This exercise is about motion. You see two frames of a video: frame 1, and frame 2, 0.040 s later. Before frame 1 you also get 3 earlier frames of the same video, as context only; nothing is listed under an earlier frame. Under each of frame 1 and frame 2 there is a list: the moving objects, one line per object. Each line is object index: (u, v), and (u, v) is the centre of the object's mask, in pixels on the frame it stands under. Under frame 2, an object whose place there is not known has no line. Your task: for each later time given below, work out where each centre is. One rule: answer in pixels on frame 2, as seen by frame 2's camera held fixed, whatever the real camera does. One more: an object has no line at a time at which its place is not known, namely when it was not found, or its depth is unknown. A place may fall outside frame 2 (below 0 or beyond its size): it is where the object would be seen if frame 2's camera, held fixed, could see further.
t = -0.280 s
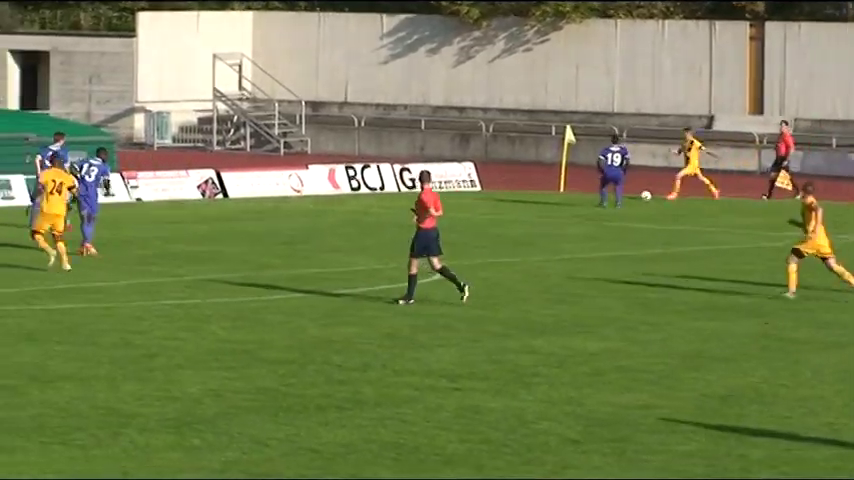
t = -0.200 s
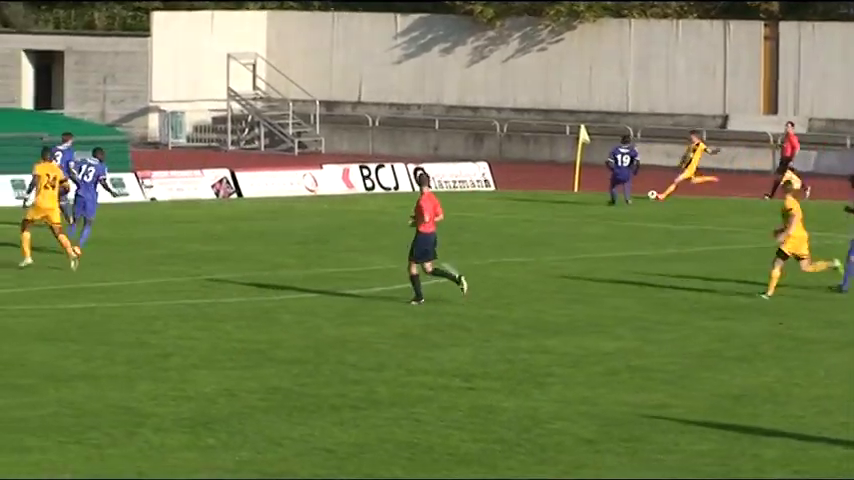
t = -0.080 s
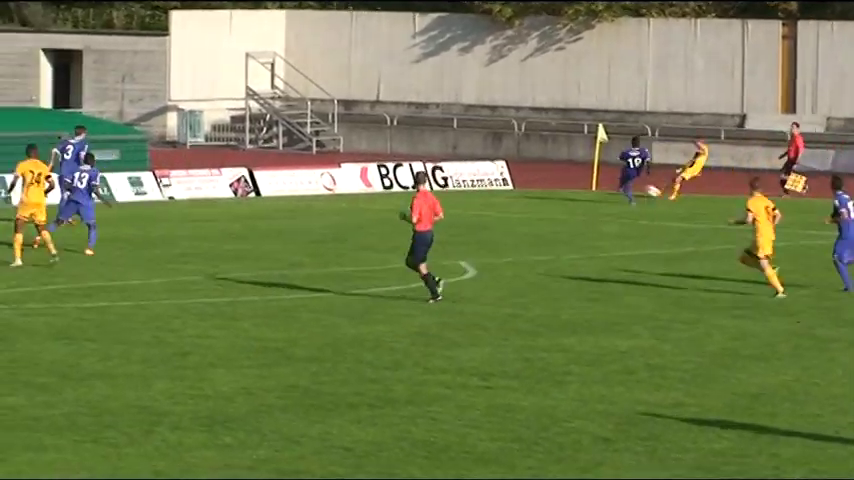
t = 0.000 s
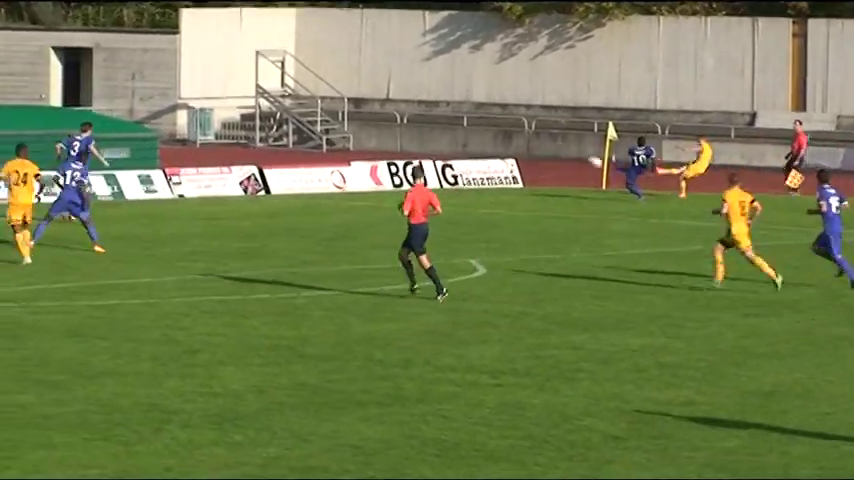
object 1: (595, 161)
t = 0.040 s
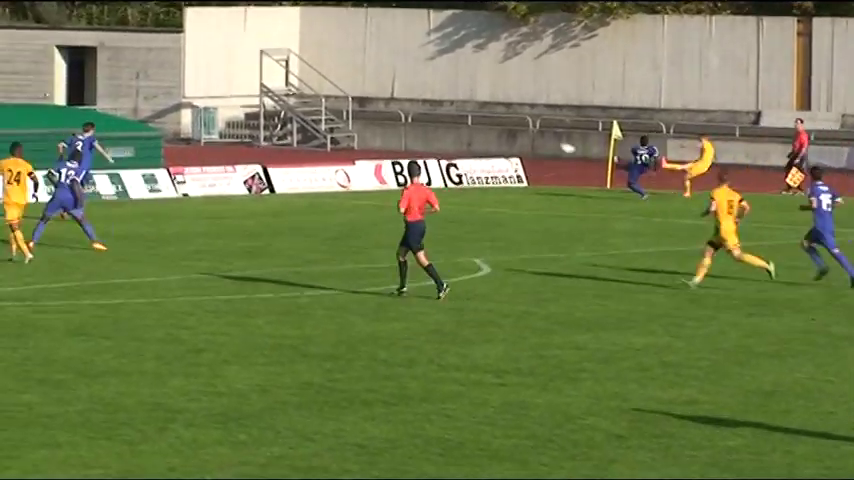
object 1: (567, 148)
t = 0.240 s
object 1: (409, 101)
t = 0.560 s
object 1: (163, 74)
